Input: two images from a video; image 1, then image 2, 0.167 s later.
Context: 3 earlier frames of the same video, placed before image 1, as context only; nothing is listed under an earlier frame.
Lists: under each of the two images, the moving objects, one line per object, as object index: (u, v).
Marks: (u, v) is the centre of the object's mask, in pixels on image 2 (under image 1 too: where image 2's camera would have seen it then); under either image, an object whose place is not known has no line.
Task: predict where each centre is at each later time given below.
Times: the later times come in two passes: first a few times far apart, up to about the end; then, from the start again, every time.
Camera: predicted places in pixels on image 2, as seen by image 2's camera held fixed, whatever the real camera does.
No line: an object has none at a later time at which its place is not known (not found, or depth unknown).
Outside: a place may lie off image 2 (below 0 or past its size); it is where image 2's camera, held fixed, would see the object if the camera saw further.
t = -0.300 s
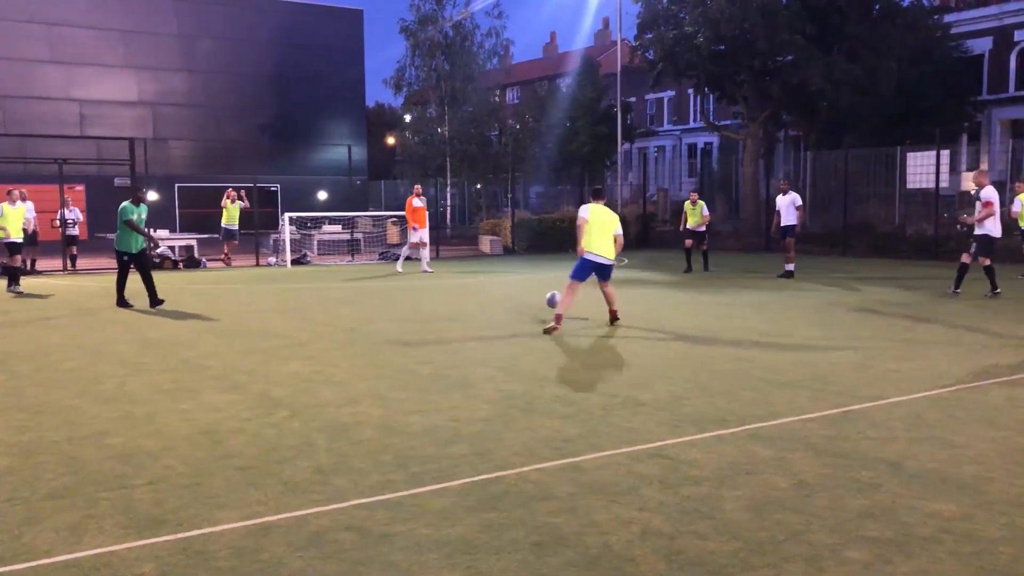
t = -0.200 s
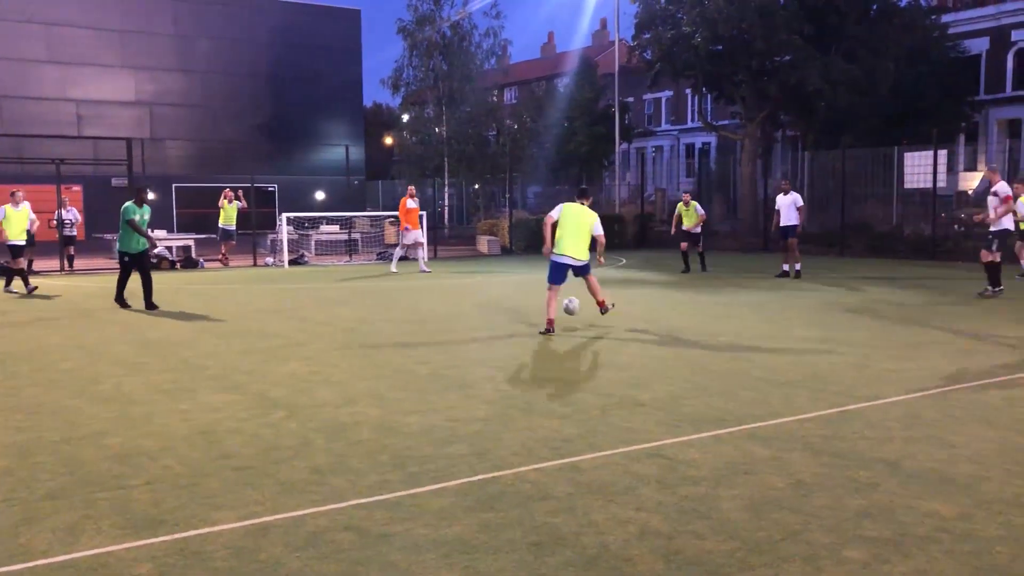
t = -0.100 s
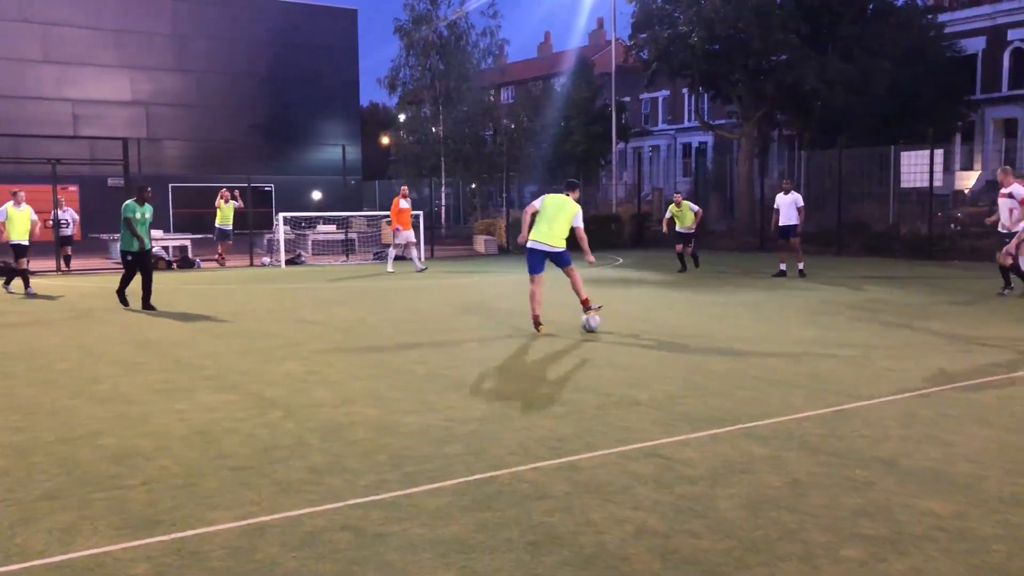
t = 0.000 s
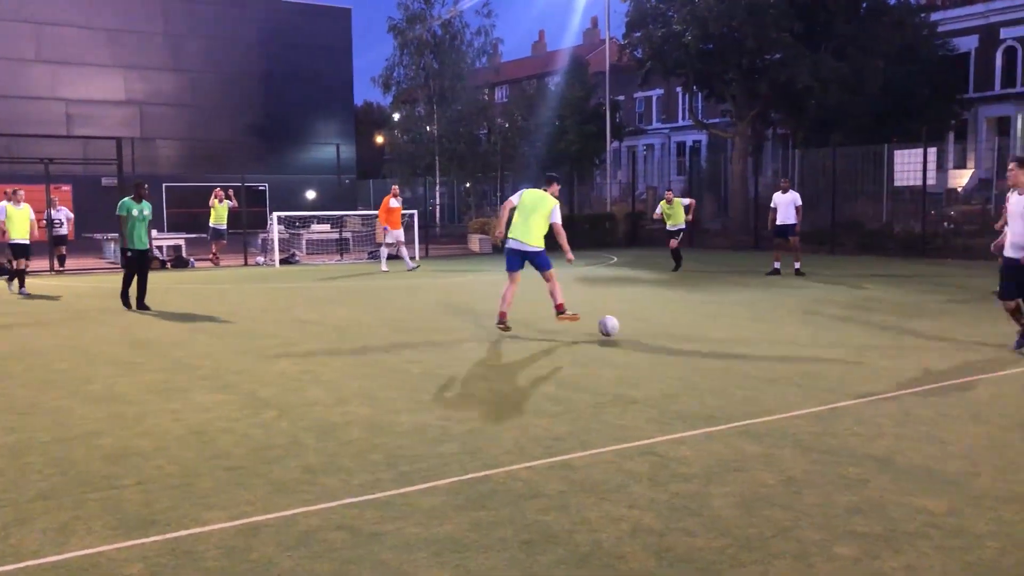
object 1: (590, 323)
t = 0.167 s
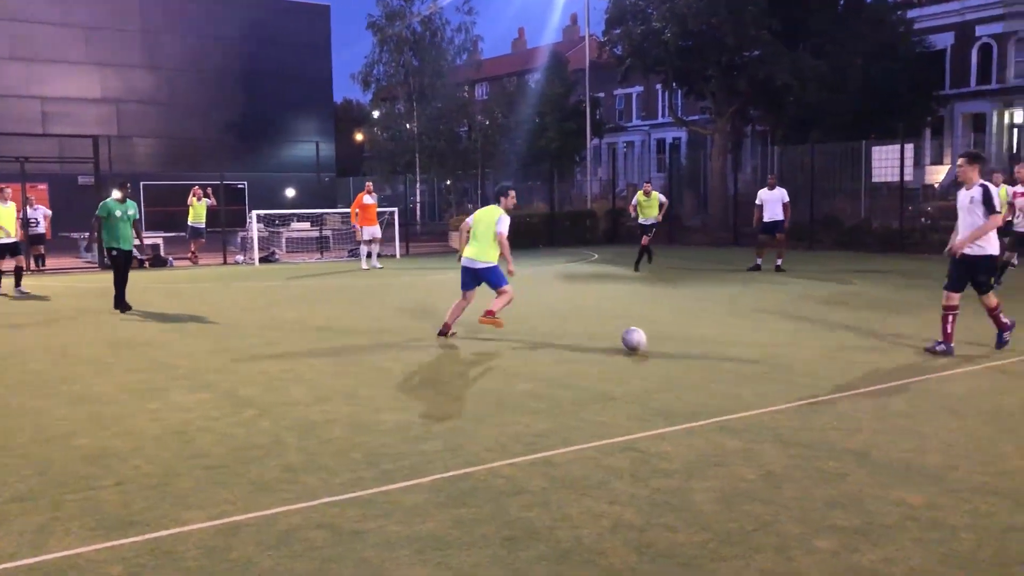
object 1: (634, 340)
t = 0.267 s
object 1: (666, 351)
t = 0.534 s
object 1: (777, 391)
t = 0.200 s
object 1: (643, 346)
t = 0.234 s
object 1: (655, 348)
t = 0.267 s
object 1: (666, 351)
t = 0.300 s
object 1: (677, 356)
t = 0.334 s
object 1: (689, 360)
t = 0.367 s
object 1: (702, 365)
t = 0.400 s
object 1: (715, 369)
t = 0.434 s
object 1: (730, 374)
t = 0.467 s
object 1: (745, 380)
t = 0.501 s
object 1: (761, 384)
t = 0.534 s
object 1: (777, 391)
